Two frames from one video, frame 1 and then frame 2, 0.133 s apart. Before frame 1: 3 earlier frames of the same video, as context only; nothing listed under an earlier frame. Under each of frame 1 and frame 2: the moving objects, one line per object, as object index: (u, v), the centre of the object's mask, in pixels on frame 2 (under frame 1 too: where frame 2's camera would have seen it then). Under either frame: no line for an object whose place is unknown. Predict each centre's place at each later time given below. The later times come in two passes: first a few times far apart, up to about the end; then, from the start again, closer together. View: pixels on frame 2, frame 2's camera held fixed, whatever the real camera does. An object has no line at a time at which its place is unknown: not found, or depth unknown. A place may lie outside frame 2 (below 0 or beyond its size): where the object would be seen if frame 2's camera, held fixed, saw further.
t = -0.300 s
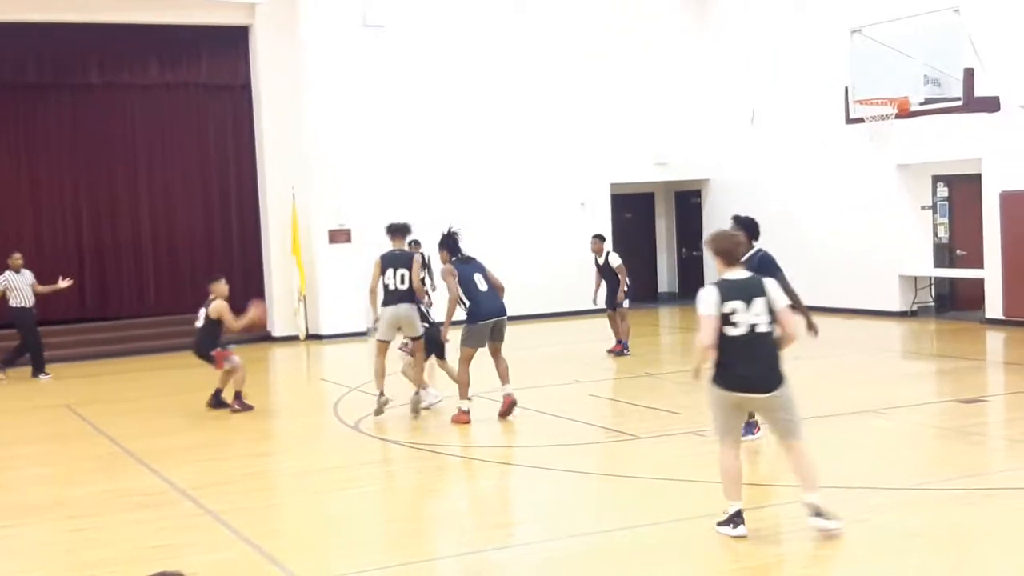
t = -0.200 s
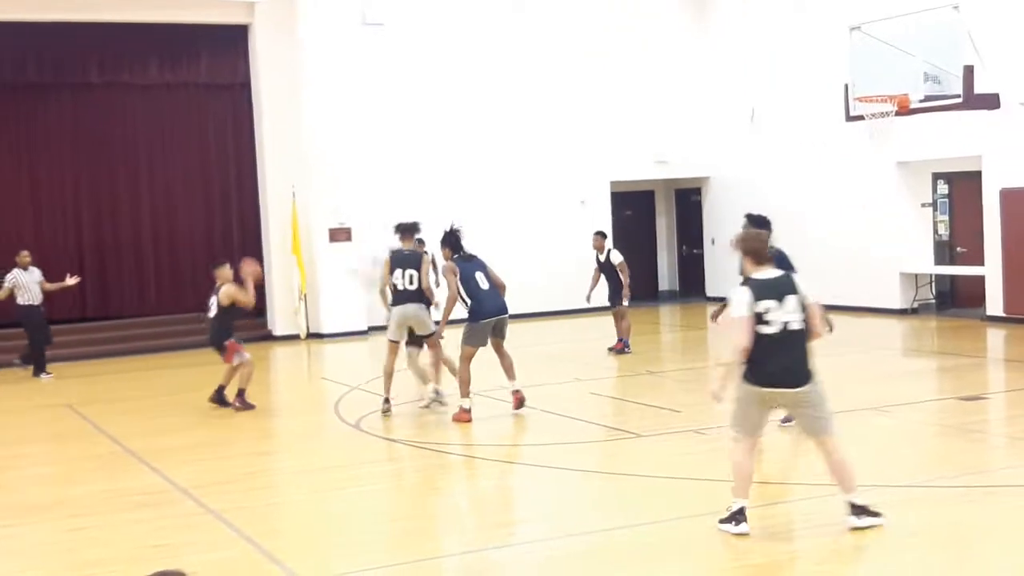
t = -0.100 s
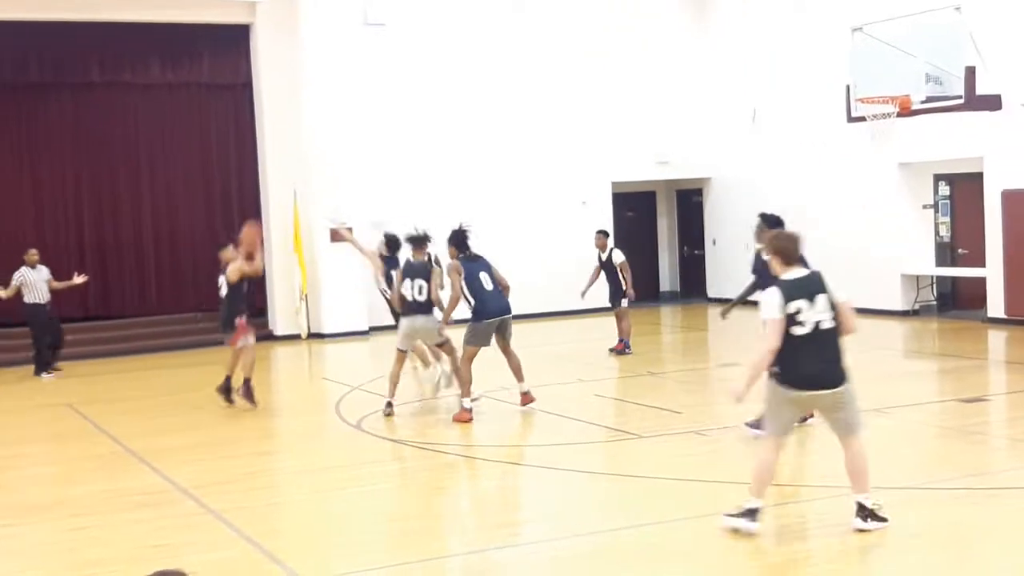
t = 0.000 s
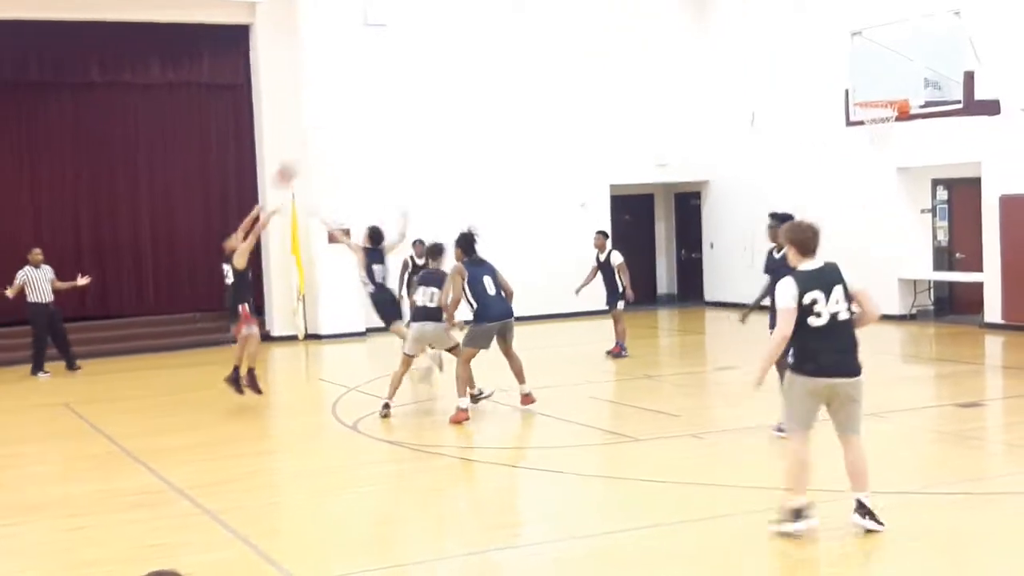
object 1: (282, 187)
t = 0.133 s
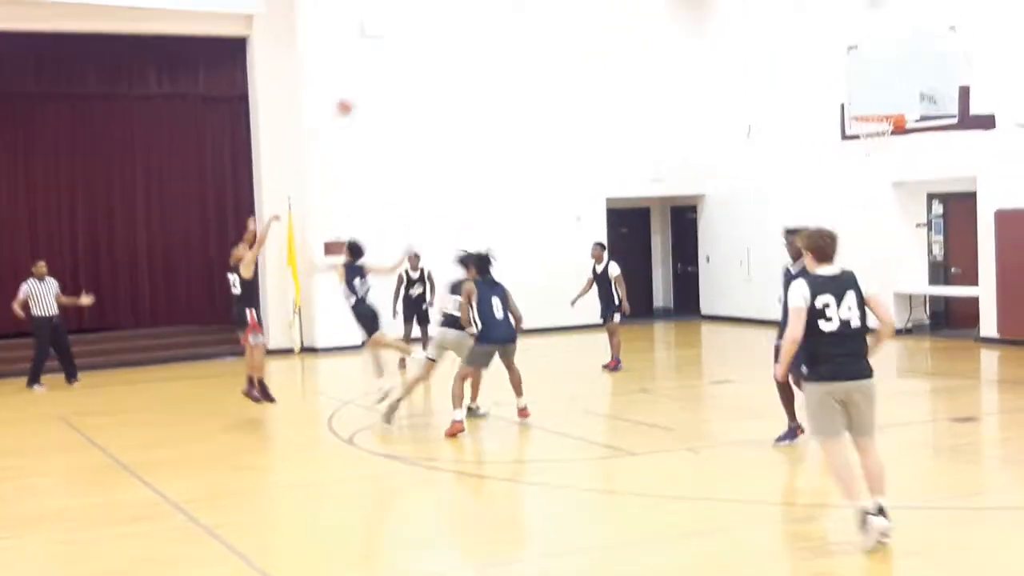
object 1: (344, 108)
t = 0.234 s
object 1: (389, 58)
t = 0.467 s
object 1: (499, -22)
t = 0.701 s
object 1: (608, -50)
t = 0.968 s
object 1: (733, -24)
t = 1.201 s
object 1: (842, 50)
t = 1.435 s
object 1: (863, 143)
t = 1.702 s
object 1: (833, 161)
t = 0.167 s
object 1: (358, 90)
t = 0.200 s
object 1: (373, 74)
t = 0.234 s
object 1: (389, 58)
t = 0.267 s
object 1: (406, 43)
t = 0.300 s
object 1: (422, 29)
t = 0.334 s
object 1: (437, 17)
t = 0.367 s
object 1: (453, 6)
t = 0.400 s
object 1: (468, -4)
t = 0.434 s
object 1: (485, -15)
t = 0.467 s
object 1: (499, -22)
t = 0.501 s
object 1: (516, -29)
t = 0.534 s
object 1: (531, -35)
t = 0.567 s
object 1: (546, -39)
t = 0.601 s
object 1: (562, -44)
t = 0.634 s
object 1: (577, -47)
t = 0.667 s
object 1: (593, -49)
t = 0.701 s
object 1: (608, -50)
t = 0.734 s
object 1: (623, -50)
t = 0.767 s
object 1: (638, -49)
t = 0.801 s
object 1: (652, -47)
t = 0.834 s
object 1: (670, -42)
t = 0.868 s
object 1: (685, -40)
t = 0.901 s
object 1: (700, -33)
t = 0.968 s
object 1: (733, -24)
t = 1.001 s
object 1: (746, -15)
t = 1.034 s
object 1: (763, -6)
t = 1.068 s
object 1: (778, 3)
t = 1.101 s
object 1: (794, 13)
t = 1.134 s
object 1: (809, 24)
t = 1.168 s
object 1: (824, 36)
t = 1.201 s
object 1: (842, 50)
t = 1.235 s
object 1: (857, 63)
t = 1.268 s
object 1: (874, 79)
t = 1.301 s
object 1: (886, 95)
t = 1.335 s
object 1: (883, 105)
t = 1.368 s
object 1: (876, 117)
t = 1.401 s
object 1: (870, 134)
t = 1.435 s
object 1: (863, 143)
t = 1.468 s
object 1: (858, 144)
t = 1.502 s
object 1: (854, 144)
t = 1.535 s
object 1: (850, 144)
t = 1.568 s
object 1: (847, 146)
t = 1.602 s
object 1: (844, 148)
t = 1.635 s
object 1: (840, 151)
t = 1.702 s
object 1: (833, 161)
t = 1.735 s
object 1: (829, 168)
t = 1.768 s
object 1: (826, 175)
